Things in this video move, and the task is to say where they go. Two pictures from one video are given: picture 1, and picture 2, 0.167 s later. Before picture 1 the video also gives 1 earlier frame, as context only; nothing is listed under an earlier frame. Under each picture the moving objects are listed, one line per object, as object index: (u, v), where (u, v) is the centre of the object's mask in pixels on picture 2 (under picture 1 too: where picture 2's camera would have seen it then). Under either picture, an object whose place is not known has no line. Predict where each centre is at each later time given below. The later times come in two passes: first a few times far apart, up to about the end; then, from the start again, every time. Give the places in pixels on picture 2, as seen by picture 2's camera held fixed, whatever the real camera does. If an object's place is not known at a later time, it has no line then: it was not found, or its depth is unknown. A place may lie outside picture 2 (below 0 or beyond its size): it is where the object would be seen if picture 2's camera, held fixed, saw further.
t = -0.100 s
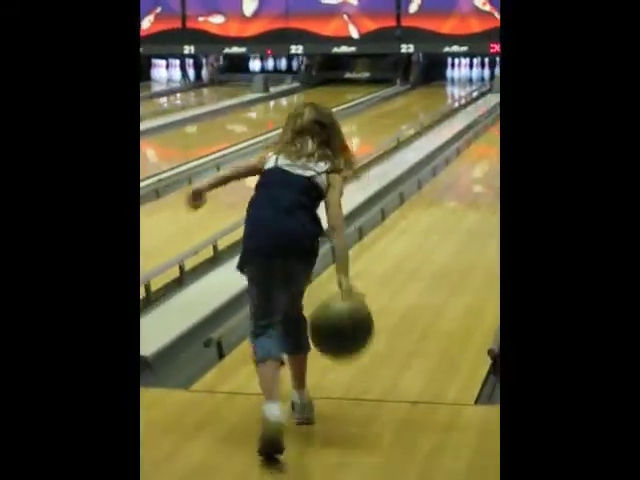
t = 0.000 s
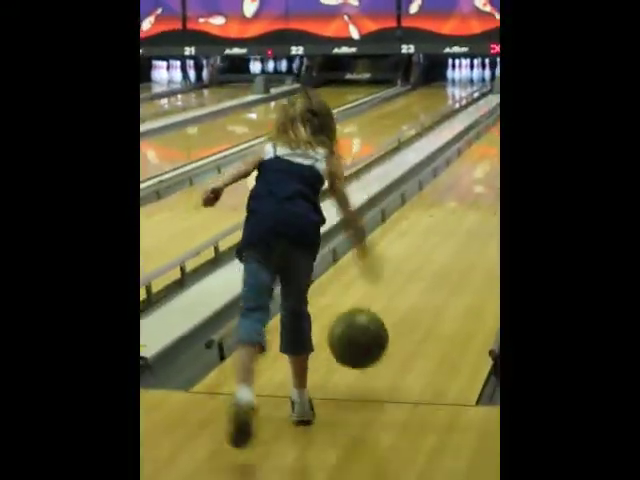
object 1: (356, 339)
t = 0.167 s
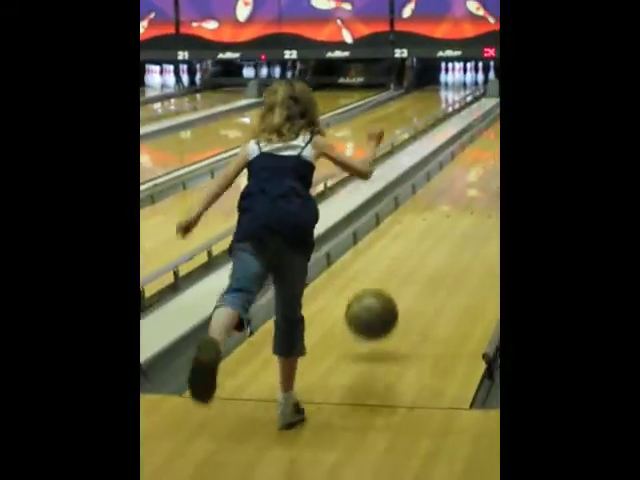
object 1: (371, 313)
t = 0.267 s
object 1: (380, 296)
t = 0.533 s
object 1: (402, 265)
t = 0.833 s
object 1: (419, 231)
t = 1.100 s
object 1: (429, 206)
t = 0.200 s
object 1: (375, 305)
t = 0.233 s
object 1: (377, 299)
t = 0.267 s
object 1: (380, 296)
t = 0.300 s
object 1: (383, 294)
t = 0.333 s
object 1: (386, 296)
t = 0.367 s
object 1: (389, 288)
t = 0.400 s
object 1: (392, 281)
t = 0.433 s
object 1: (395, 276)
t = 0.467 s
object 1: (397, 274)
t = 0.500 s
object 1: (400, 269)
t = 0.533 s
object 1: (402, 265)
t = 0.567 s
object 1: (405, 261)
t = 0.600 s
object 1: (407, 257)
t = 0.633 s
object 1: (409, 253)
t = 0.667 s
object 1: (410, 248)
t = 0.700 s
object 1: (412, 243)
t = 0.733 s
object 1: (414, 240)
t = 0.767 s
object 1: (416, 236)
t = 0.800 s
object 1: (417, 234)
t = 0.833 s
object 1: (419, 231)
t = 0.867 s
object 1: (421, 227)
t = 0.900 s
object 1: (422, 224)
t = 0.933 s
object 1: (423, 222)
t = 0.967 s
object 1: (425, 219)
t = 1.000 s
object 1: (426, 216)
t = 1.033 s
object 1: (428, 213)
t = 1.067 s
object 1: (428, 211)
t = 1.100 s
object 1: (429, 206)
